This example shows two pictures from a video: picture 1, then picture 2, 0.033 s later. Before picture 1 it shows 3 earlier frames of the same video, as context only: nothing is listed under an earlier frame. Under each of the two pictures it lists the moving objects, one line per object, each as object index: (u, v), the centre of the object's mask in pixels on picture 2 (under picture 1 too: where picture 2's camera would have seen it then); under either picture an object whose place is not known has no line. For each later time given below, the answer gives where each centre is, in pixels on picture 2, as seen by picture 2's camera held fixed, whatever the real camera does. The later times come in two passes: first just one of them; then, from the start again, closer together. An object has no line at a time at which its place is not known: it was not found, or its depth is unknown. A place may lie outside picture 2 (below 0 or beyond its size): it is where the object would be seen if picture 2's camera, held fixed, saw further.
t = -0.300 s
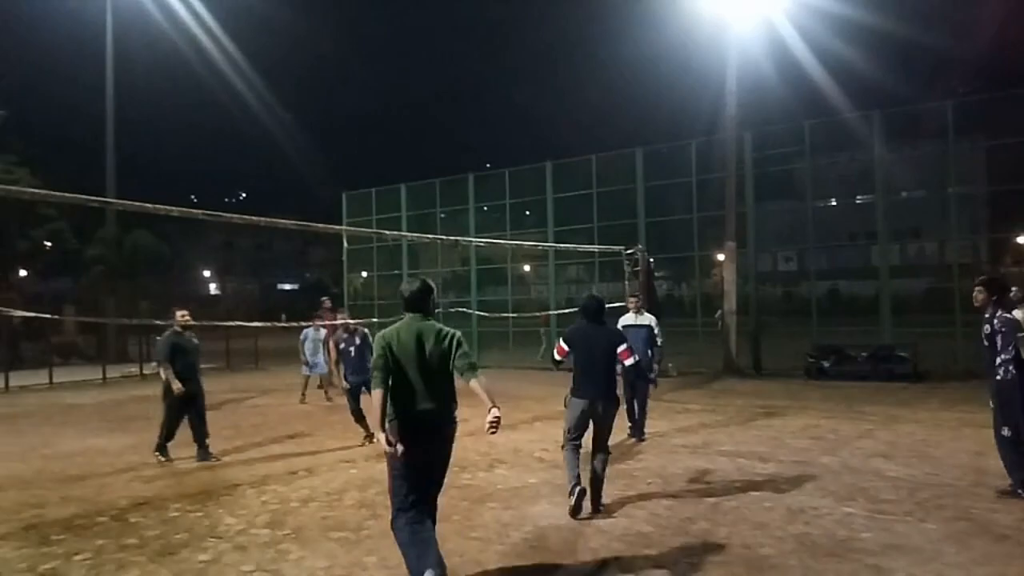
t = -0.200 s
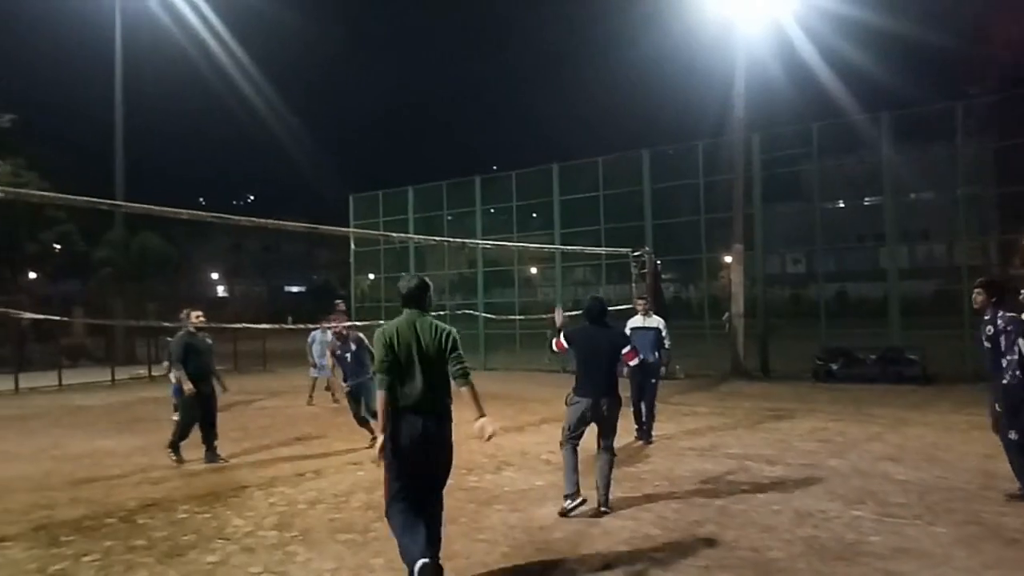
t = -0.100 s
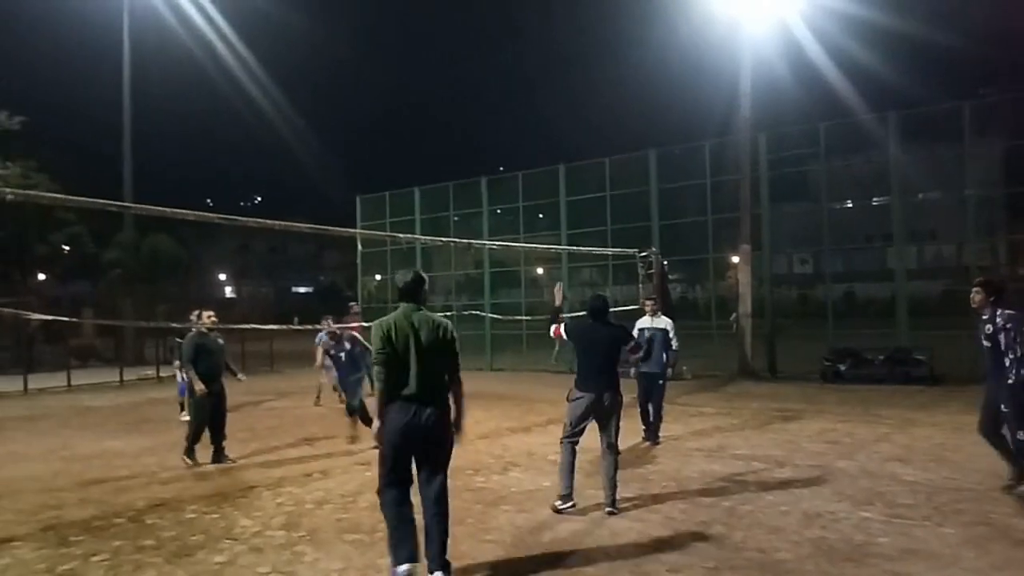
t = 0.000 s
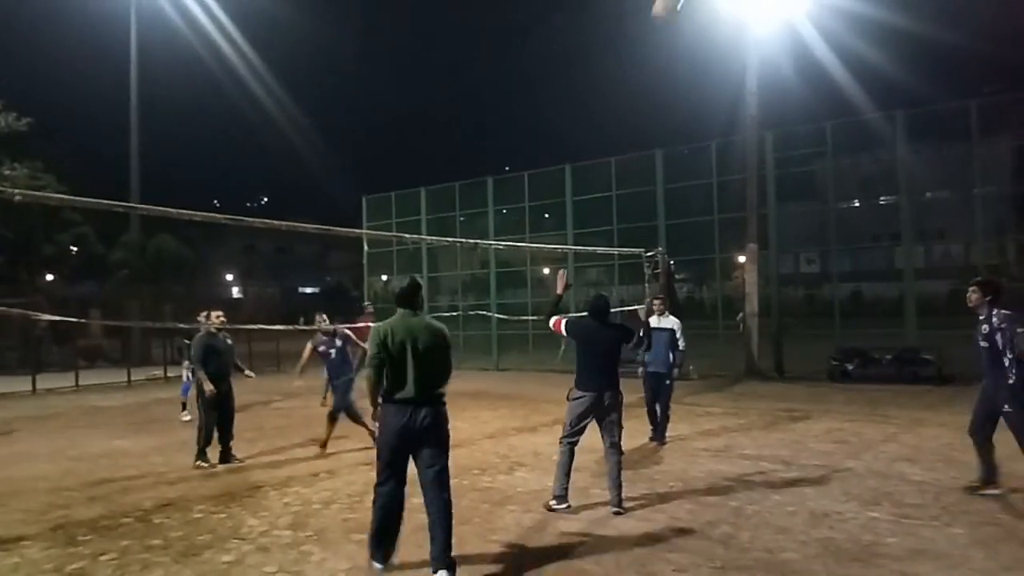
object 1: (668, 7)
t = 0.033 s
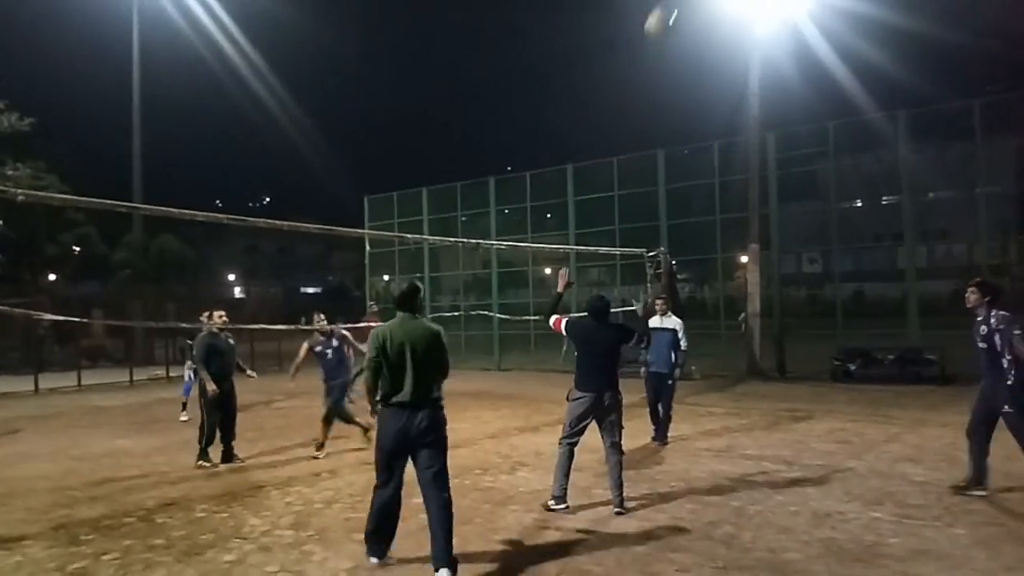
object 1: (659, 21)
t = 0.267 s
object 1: (595, 168)
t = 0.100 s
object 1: (640, 56)
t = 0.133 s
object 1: (631, 75)
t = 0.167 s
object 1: (621, 97)
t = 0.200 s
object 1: (612, 120)
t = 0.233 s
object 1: (604, 142)
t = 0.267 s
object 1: (595, 168)
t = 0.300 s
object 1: (585, 195)
